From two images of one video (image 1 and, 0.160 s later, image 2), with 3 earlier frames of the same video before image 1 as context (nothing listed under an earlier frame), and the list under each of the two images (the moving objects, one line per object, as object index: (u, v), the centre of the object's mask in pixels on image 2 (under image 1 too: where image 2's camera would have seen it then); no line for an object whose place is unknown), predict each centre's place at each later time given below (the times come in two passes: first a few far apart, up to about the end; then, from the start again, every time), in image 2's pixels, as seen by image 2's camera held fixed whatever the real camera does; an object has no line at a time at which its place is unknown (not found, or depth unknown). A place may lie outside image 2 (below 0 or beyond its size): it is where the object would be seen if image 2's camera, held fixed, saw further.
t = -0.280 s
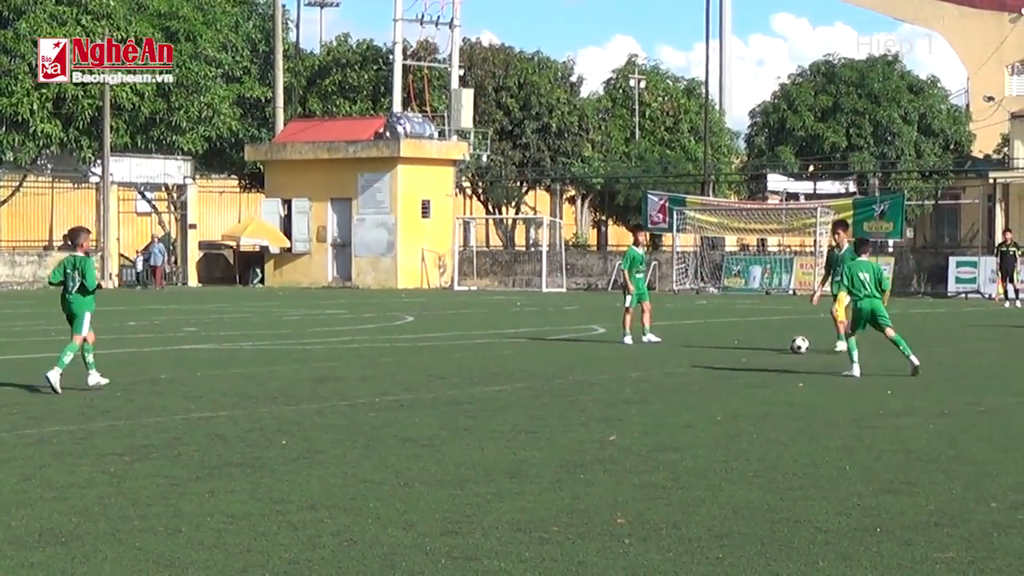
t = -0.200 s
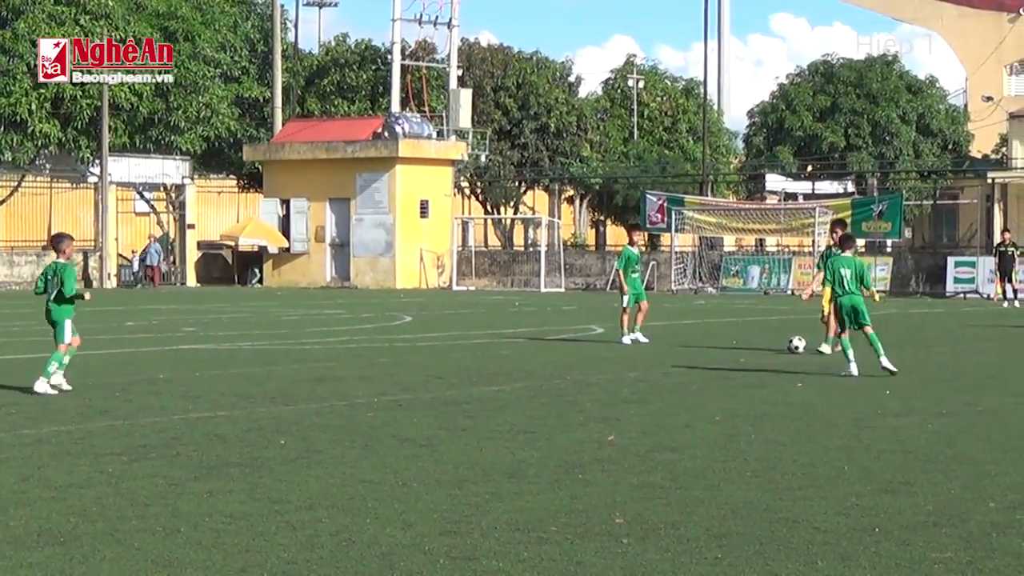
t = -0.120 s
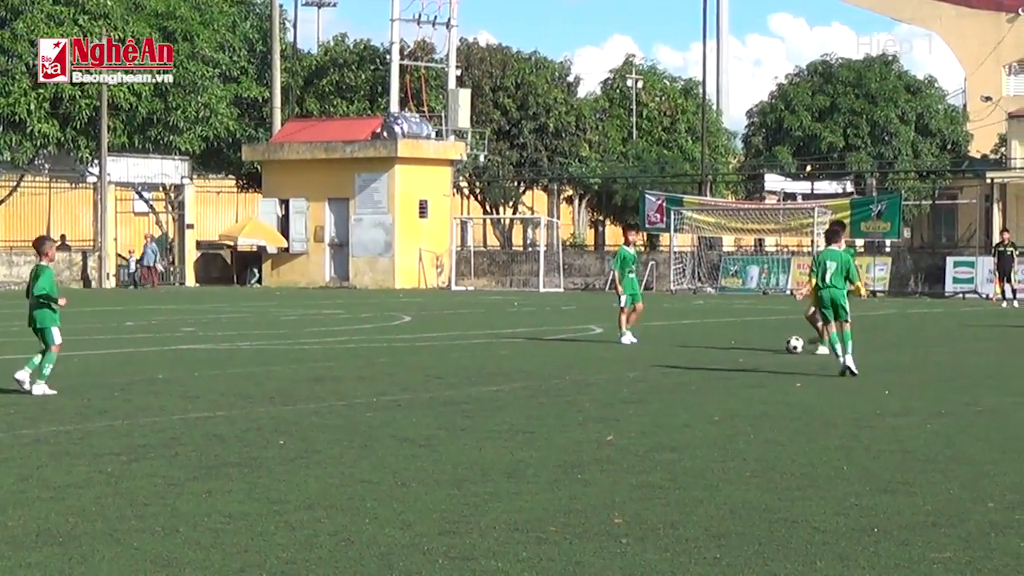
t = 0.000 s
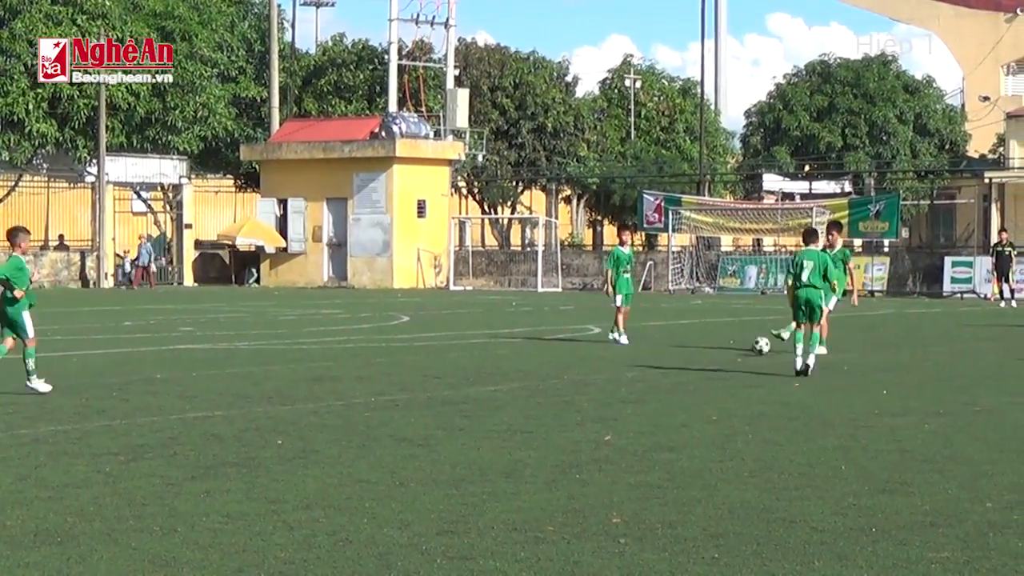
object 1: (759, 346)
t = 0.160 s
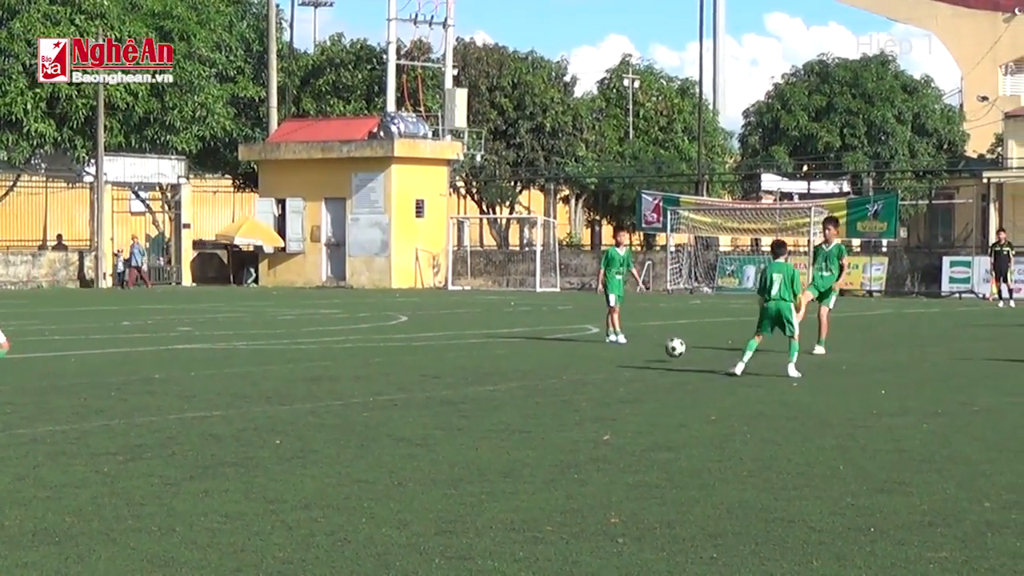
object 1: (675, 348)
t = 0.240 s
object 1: (632, 355)
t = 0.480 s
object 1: (514, 364)
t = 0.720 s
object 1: (405, 377)
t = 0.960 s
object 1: (289, 383)
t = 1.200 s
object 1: (163, 389)
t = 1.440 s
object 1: (27, 400)
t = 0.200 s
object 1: (654, 350)
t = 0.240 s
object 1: (632, 355)
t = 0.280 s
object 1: (611, 357)
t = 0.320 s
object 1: (592, 356)
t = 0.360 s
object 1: (572, 356)
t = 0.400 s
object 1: (552, 359)
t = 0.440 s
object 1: (533, 363)
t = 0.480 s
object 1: (514, 364)
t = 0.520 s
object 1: (496, 362)
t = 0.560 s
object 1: (478, 361)
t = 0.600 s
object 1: (460, 362)
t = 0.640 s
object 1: (442, 366)
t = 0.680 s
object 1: (423, 371)
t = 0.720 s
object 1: (405, 377)
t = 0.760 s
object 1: (386, 375)
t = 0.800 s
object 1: (367, 375)
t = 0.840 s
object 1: (348, 377)
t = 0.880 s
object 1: (328, 380)
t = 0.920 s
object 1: (309, 385)
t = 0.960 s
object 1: (289, 383)
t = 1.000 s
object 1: (269, 384)
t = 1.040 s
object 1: (248, 385)
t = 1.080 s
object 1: (228, 390)
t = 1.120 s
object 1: (207, 392)
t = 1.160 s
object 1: (185, 390)
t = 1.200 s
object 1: (163, 389)
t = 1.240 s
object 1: (142, 391)
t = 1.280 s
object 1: (119, 395)
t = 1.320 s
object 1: (96, 401)
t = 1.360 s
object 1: (74, 403)
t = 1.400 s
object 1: (50, 400)
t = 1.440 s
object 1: (27, 400)
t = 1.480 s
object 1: (10, 402)
